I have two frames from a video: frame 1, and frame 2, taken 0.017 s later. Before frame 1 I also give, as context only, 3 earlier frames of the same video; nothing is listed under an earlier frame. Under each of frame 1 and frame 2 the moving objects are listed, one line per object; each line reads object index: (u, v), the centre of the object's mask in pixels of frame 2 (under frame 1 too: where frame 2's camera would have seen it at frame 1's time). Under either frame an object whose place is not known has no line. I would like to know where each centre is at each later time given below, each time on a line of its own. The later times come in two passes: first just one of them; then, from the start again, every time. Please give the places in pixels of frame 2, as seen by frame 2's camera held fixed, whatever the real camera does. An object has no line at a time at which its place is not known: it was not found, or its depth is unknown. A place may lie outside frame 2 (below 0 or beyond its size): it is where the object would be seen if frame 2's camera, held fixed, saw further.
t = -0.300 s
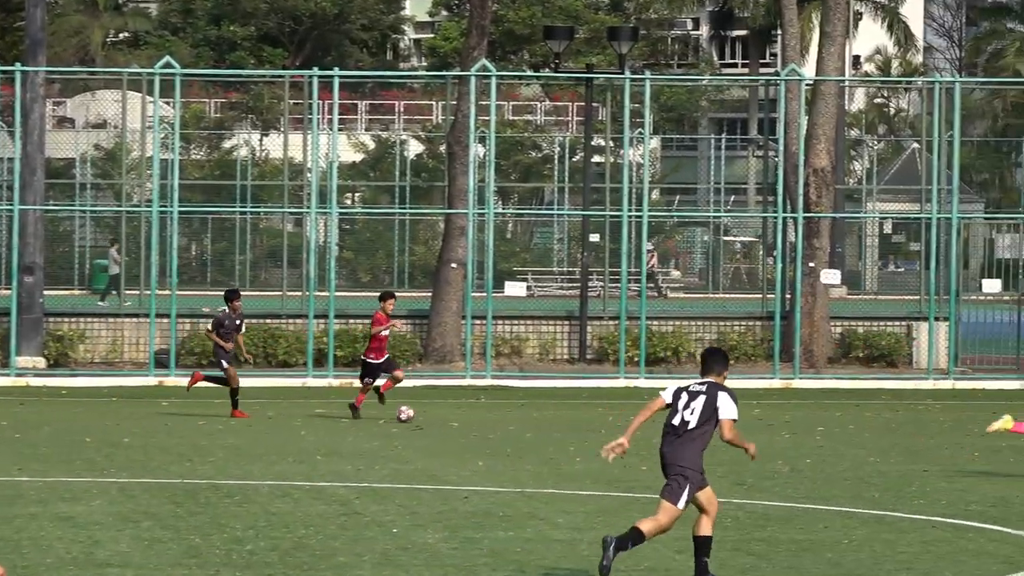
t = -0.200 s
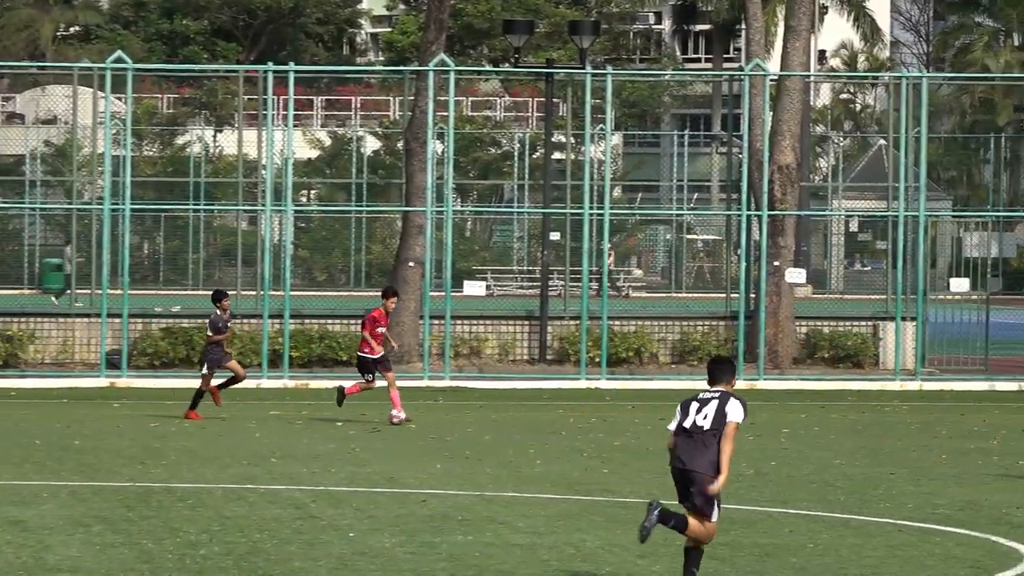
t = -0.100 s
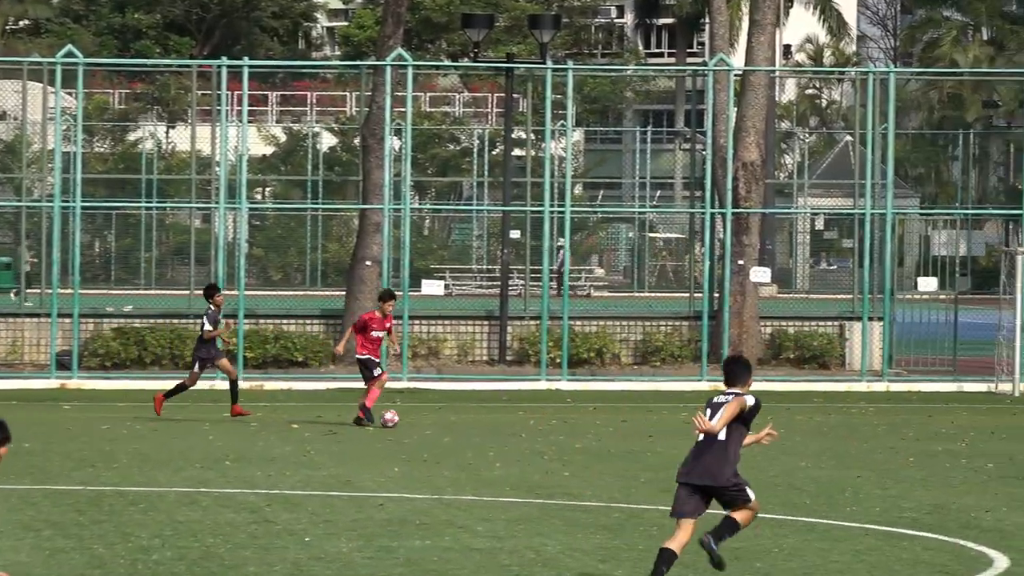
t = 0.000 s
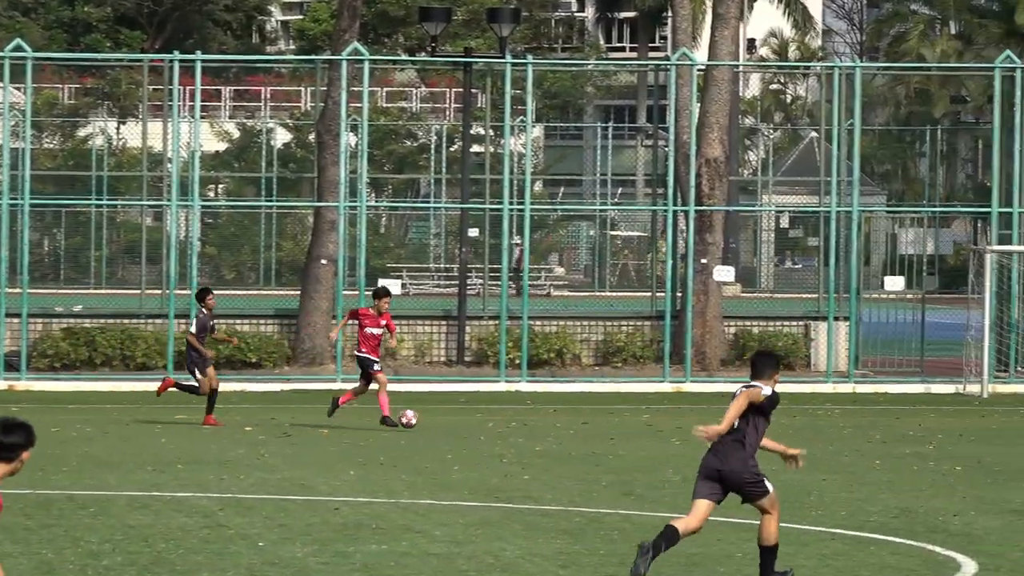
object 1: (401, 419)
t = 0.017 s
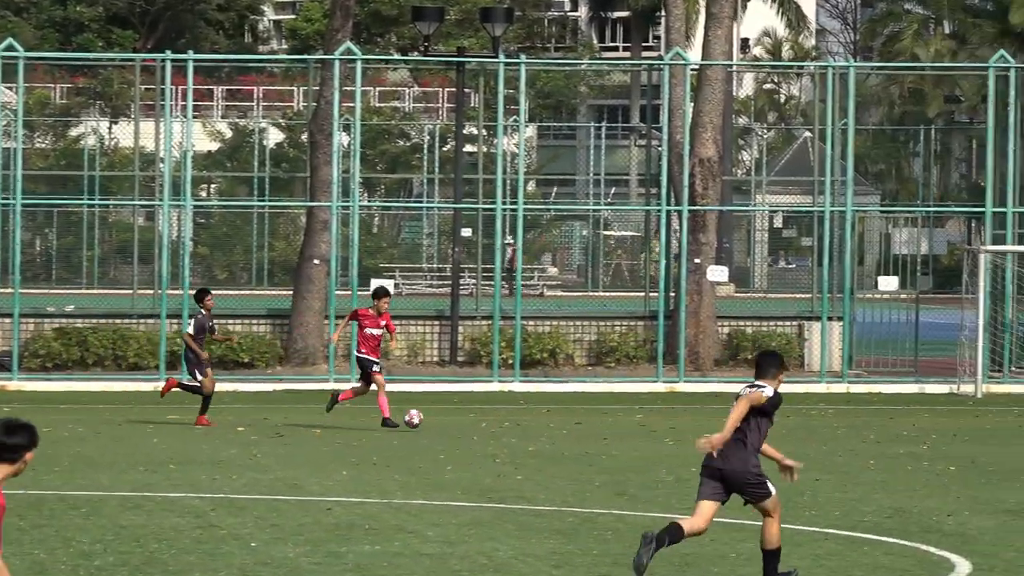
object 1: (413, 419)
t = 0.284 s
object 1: (595, 422)
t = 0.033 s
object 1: (425, 418)
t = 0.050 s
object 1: (437, 419)
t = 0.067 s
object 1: (449, 419)
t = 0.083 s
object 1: (461, 420)
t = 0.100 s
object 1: (473, 421)
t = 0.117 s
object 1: (485, 422)
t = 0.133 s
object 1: (497, 424)
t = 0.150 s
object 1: (509, 425)
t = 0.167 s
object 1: (520, 425)
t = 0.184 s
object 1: (531, 425)
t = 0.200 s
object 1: (542, 424)
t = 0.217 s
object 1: (552, 423)
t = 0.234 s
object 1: (564, 422)
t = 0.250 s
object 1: (573, 422)
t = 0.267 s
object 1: (584, 422)
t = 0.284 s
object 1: (595, 422)
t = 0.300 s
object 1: (606, 422)
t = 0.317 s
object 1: (616, 423)
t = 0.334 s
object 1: (627, 424)
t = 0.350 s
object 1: (638, 426)
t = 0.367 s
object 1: (648, 427)
